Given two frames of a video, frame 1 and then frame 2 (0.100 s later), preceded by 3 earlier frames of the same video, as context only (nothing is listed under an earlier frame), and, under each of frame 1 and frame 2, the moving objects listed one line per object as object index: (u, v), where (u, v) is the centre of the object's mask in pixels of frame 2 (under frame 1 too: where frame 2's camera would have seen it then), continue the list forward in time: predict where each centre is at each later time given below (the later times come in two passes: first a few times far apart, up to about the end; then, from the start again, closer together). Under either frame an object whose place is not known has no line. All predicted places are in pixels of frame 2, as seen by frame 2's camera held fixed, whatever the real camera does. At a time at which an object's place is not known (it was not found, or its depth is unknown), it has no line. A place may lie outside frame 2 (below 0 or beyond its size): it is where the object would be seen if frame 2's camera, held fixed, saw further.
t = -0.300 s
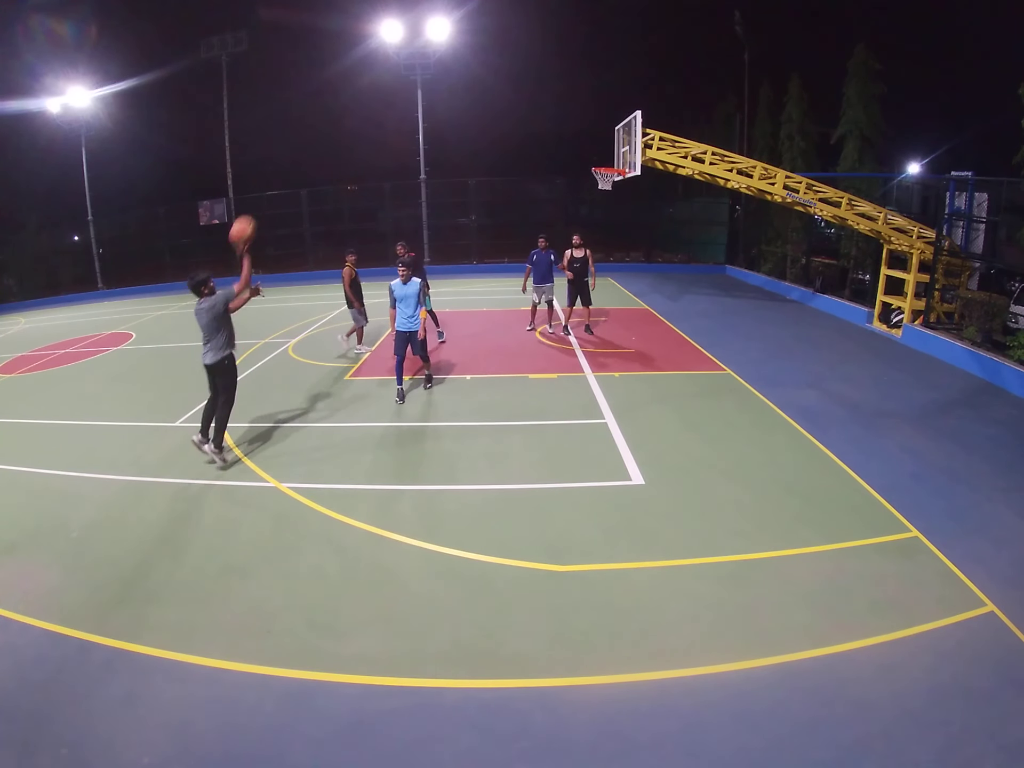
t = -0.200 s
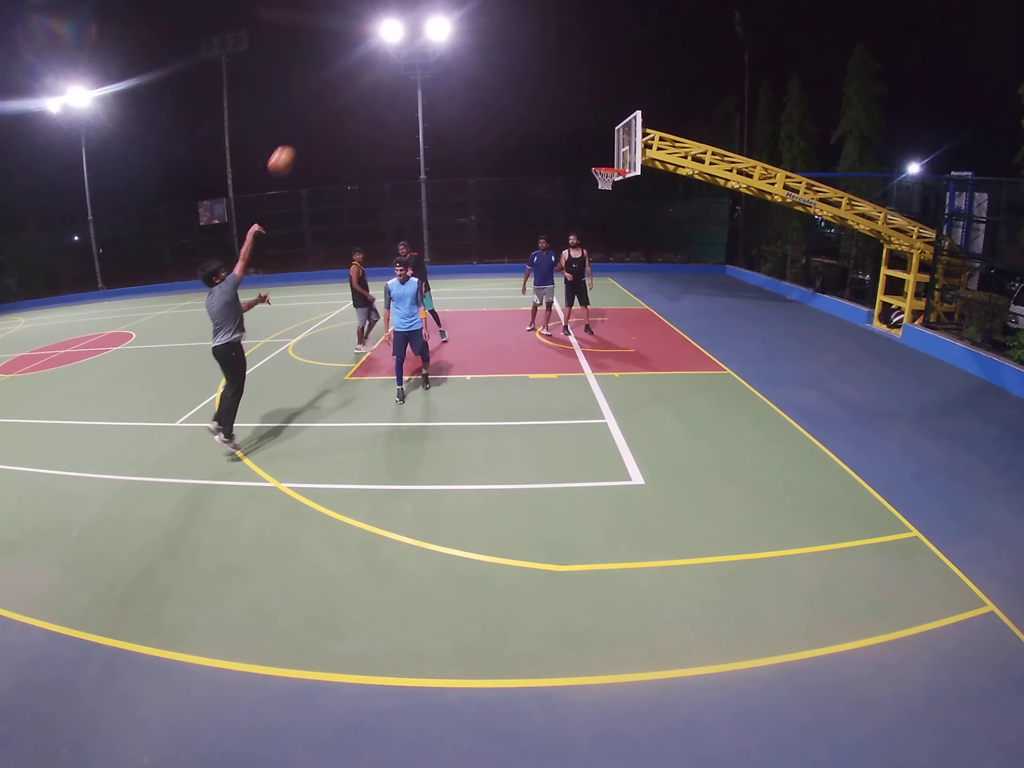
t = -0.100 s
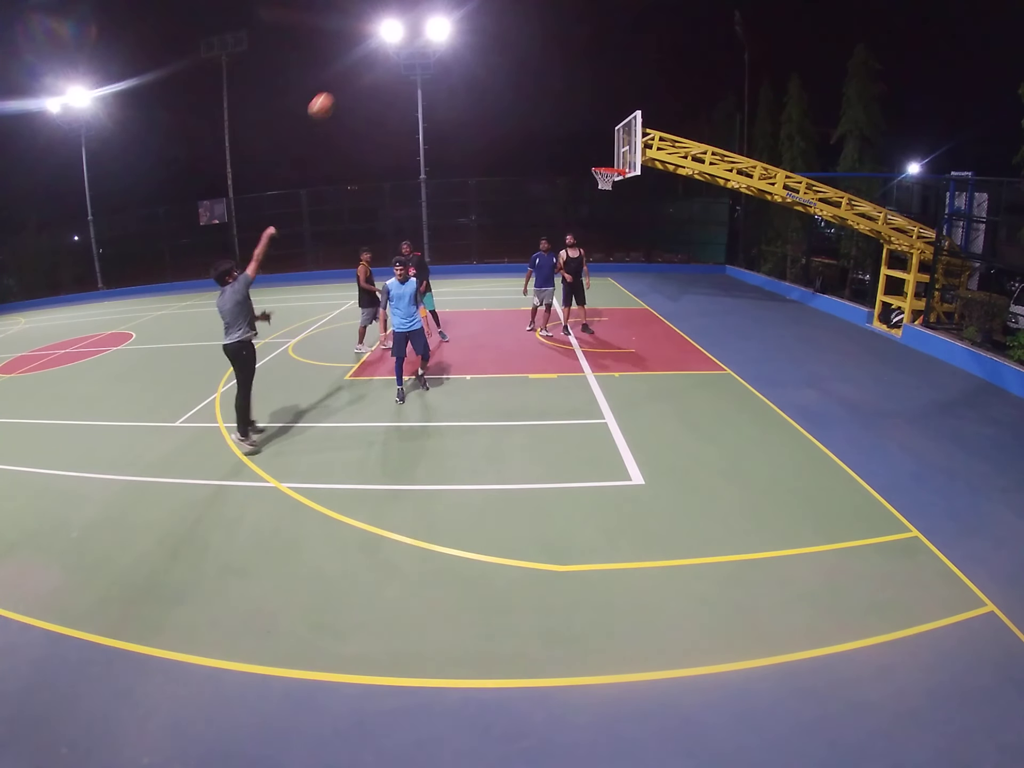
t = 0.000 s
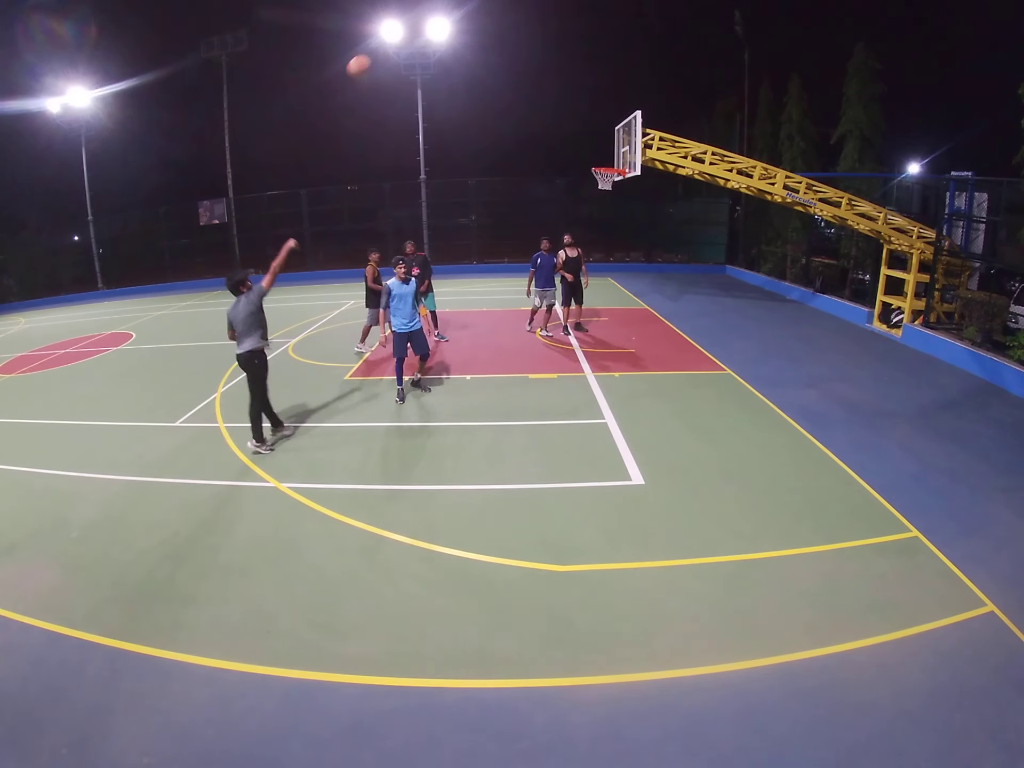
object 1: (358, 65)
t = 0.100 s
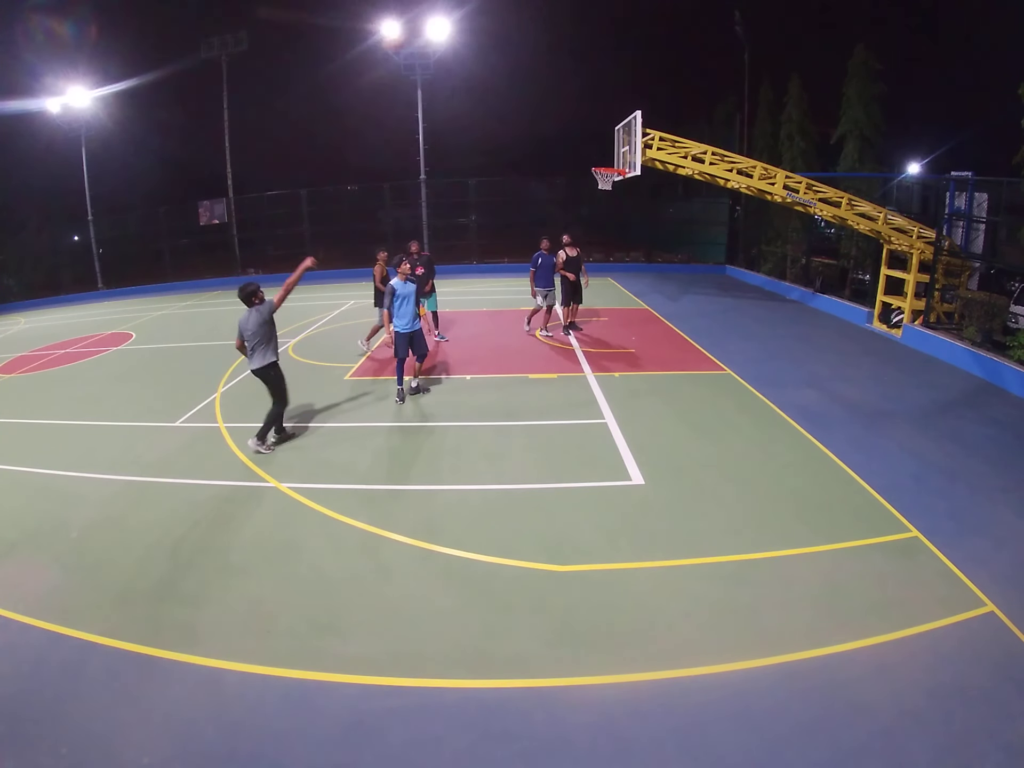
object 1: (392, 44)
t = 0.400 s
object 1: (482, 21)
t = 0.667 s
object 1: (542, 58)
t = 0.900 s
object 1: (584, 120)
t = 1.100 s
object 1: (612, 190)
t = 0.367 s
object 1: (474, 19)
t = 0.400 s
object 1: (482, 21)
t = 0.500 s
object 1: (507, 30)
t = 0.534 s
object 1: (514, 34)
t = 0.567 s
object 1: (521, 39)
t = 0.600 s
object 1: (529, 45)
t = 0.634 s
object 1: (536, 51)
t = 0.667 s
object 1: (542, 58)
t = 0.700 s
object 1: (549, 66)
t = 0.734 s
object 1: (555, 73)
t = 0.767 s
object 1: (561, 82)
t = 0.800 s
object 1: (567, 91)
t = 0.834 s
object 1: (573, 100)
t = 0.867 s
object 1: (578, 110)
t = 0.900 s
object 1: (584, 120)
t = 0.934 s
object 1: (589, 131)
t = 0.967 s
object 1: (594, 142)
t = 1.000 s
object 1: (598, 153)
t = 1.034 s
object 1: (603, 165)
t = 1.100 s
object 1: (612, 190)
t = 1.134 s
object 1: (615, 202)
